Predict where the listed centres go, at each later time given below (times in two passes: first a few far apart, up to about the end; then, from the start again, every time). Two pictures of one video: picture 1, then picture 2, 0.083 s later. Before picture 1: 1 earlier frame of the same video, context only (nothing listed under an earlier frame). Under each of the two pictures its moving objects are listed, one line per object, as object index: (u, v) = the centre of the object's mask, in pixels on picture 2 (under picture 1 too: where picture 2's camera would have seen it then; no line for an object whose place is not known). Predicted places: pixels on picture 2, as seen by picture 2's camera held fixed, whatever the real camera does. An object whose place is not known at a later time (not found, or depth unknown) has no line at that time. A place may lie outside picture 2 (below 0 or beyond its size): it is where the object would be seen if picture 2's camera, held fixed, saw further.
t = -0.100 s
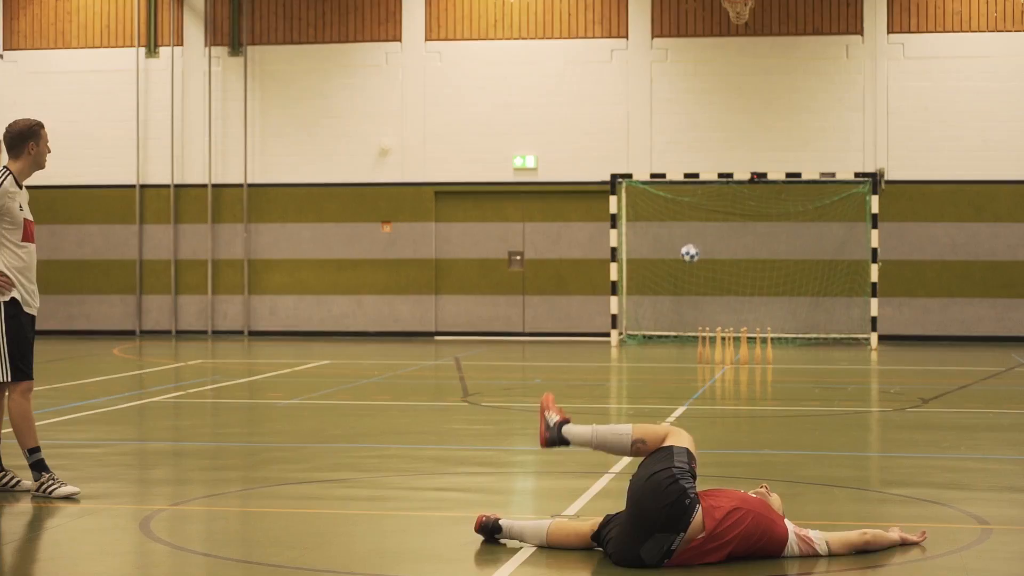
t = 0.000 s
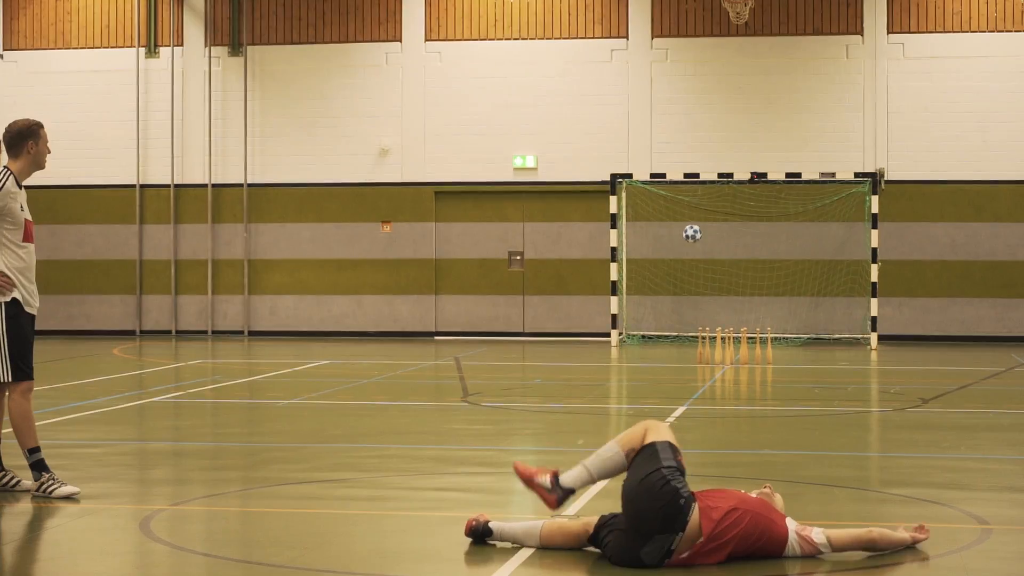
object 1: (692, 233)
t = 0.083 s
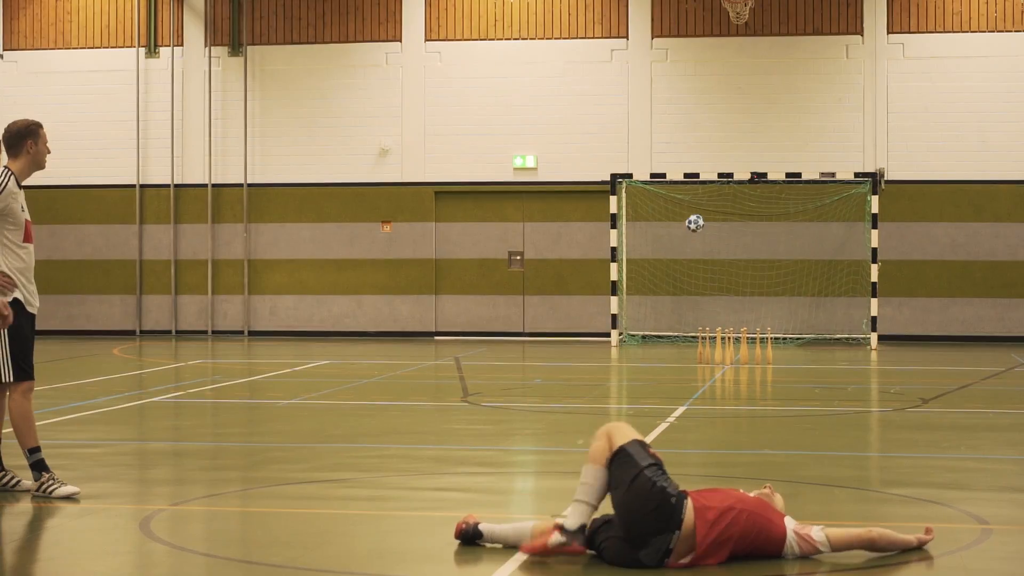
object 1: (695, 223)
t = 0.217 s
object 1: (699, 218)
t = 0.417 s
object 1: (705, 238)
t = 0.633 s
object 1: (712, 295)
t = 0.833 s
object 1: (716, 309)
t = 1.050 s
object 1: (720, 266)
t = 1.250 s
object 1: (723, 259)
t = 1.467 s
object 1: (725, 287)
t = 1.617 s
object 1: (727, 326)
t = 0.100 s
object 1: (696, 222)
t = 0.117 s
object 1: (696, 221)
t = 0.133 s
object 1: (696, 220)
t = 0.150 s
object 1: (697, 219)
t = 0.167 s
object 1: (697, 218)
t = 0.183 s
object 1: (698, 218)
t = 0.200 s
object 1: (699, 218)
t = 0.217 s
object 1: (699, 218)
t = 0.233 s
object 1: (700, 219)
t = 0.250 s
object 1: (700, 219)
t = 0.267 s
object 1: (701, 220)
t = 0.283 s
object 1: (701, 221)
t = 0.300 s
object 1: (702, 222)
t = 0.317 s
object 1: (702, 224)
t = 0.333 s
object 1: (703, 226)
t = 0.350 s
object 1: (703, 228)
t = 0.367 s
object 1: (704, 230)
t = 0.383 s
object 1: (704, 232)
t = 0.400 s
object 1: (705, 235)
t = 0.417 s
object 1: (705, 238)
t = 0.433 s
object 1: (706, 241)
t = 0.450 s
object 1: (706, 244)
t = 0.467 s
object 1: (707, 247)
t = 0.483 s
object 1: (707, 251)
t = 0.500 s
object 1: (708, 255)
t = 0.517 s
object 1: (708, 260)
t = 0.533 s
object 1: (709, 264)
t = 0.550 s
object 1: (709, 269)
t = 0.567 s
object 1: (710, 274)
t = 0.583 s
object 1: (710, 279)
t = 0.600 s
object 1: (710, 284)
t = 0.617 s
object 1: (711, 289)
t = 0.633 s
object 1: (712, 295)
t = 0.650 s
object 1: (712, 301)
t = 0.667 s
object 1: (712, 307)
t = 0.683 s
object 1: (713, 313)
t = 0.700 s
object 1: (714, 319)
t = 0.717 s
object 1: (714, 325)
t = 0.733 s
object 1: (715, 333)
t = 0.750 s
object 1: (715, 335)
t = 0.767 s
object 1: (715, 329)
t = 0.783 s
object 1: (715, 324)
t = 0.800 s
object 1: (716, 320)
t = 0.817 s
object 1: (716, 314)
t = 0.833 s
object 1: (716, 309)
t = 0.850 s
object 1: (717, 305)
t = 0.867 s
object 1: (717, 300)
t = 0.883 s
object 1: (717, 295)
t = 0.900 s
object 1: (718, 292)
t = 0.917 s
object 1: (718, 288)
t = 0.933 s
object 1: (718, 284)
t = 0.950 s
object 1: (718, 281)
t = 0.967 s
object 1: (719, 278)
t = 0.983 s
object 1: (719, 275)
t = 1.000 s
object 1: (719, 272)
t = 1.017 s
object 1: (719, 270)
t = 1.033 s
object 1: (720, 267)
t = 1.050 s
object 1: (720, 266)
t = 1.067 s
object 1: (720, 264)
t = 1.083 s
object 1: (721, 262)
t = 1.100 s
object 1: (721, 261)
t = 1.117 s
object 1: (721, 260)
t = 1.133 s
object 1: (722, 259)
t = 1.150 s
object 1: (722, 258)
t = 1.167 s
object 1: (722, 258)
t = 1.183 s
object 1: (722, 257)
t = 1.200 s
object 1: (722, 258)
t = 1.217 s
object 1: (722, 258)
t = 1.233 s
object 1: (723, 258)
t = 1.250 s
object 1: (723, 259)
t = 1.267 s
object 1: (723, 260)
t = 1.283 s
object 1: (723, 261)
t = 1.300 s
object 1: (723, 262)
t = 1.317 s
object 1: (723, 264)
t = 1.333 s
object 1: (723, 265)
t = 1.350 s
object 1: (724, 267)
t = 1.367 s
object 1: (724, 270)
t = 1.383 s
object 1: (724, 272)
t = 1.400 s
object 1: (724, 275)
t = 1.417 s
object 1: (724, 278)
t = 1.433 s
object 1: (724, 280)
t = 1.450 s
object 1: (724, 284)
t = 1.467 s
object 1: (725, 287)
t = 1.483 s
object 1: (725, 291)
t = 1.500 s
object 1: (725, 295)
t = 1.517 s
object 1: (725, 299)
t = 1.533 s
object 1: (726, 303)
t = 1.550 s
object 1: (726, 307)
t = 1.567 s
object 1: (726, 312)
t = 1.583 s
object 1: (726, 317)
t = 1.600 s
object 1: (726, 321)
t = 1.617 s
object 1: (727, 326)
